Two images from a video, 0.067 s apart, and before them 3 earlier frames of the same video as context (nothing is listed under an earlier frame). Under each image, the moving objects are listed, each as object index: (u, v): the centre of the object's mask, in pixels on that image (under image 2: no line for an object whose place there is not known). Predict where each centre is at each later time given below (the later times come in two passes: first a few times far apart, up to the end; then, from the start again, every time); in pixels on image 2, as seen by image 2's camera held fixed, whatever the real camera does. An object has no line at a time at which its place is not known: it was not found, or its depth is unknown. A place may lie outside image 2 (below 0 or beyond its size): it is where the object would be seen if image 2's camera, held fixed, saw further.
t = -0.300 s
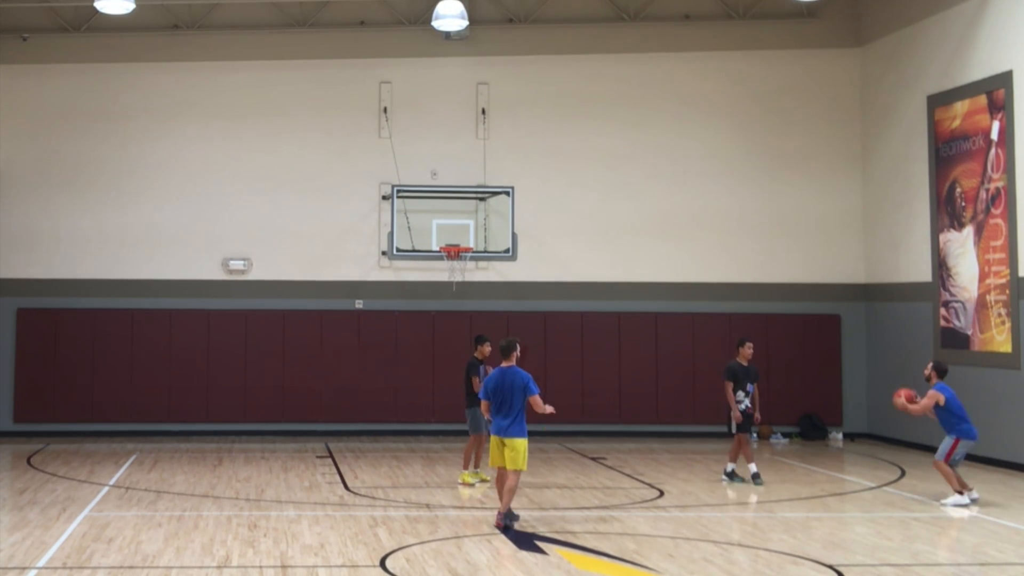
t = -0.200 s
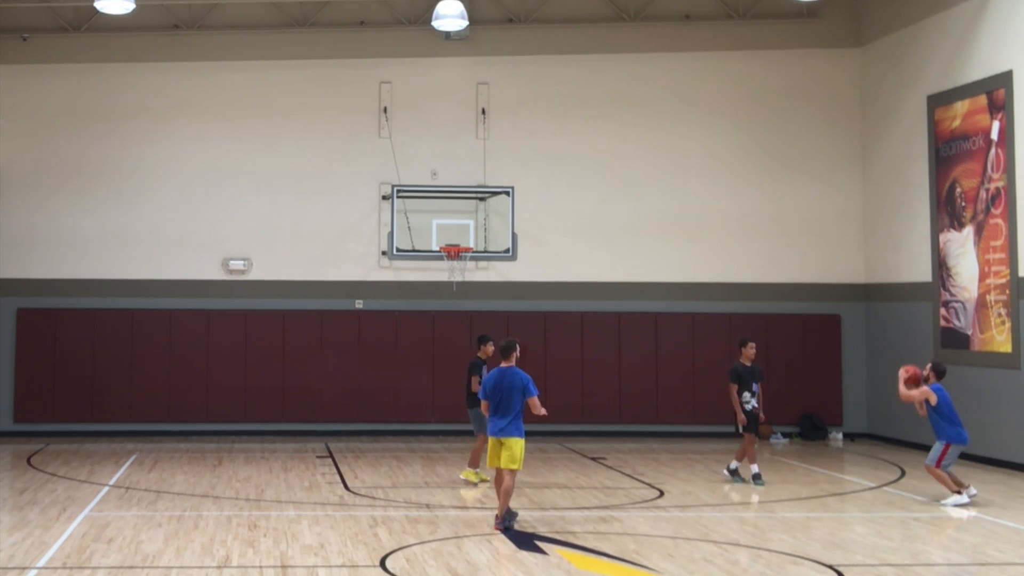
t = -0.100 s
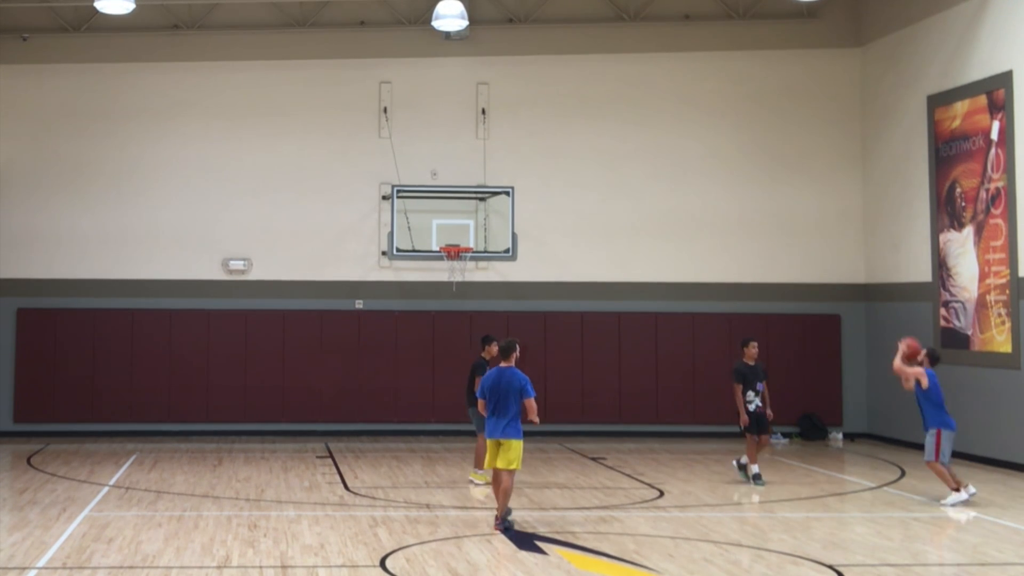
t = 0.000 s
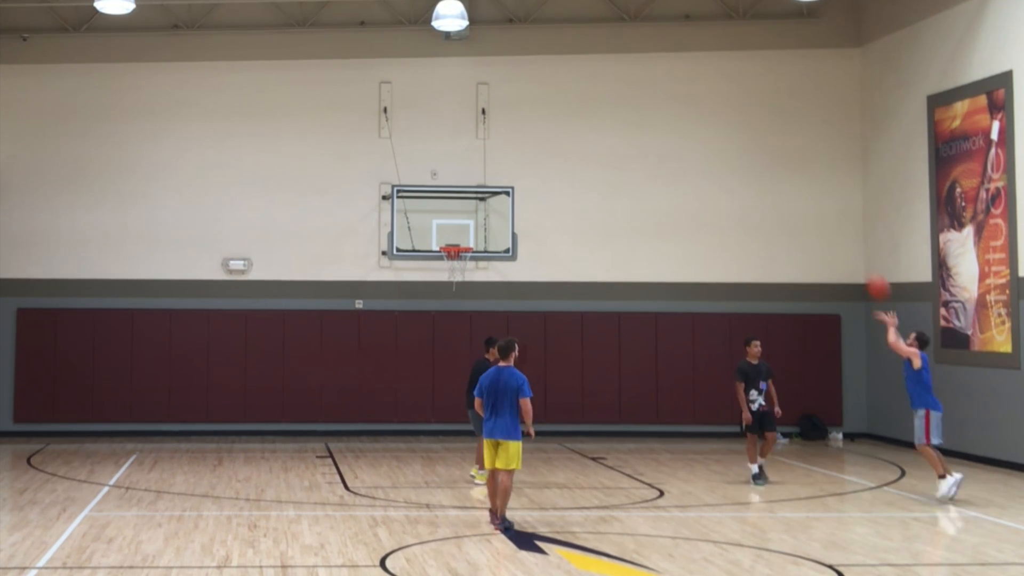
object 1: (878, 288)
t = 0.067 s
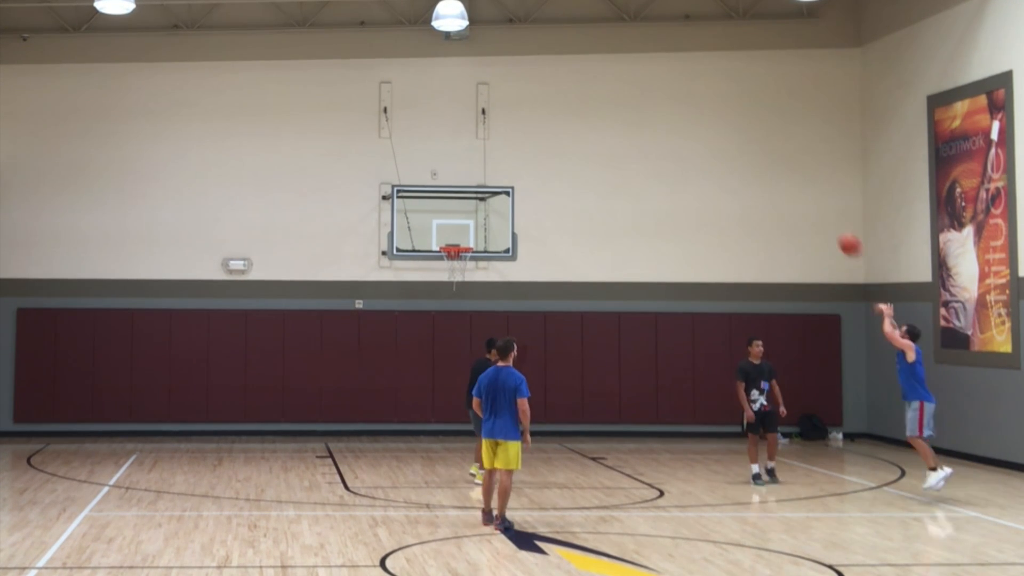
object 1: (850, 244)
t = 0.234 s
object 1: (784, 162)
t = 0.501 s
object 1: (693, 91)
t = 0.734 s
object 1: (623, 78)
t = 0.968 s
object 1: (560, 103)
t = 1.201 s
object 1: (502, 162)
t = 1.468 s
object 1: (445, 262)
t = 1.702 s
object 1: (443, 315)
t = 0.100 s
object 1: (836, 225)
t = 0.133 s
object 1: (823, 208)
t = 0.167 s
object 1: (810, 191)
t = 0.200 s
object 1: (797, 176)
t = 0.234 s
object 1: (784, 162)
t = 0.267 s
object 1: (772, 150)
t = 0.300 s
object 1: (760, 138)
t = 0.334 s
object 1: (748, 128)
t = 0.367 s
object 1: (737, 119)
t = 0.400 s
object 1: (726, 111)
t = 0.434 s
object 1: (715, 103)
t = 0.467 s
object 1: (704, 97)
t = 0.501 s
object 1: (693, 91)
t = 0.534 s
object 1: (683, 87)
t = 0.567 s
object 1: (672, 83)
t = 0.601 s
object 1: (662, 81)
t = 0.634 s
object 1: (652, 79)
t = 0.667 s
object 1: (642, 78)
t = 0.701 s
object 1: (632, 77)
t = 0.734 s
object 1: (623, 78)
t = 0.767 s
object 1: (613, 79)
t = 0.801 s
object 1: (604, 81)
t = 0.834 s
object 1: (595, 84)
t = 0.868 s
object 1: (586, 88)
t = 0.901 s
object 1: (577, 92)
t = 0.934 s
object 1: (568, 97)
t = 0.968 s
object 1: (560, 103)
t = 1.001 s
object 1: (551, 109)
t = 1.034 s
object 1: (543, 117)
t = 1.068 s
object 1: (534, 124)
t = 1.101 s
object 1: (526, 133)
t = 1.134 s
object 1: (518, 142)
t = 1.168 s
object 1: (510, 152)
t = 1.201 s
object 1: (502, 162)
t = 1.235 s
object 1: (494, 173)
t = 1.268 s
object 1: (486, 184)
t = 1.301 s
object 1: (478, 196)
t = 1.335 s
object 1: (471, 209)
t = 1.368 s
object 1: (463, 222)
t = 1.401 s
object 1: (456, 235)
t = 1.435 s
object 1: (449, 248)
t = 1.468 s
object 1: (445, 262)
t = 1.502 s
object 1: (444, 268)
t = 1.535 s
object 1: (444, 274)
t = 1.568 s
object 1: (443, 281)
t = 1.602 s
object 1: (443, 289)
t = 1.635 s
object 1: (443, 297)
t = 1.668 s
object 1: (443, 305)
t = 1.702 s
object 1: (443, 315)
